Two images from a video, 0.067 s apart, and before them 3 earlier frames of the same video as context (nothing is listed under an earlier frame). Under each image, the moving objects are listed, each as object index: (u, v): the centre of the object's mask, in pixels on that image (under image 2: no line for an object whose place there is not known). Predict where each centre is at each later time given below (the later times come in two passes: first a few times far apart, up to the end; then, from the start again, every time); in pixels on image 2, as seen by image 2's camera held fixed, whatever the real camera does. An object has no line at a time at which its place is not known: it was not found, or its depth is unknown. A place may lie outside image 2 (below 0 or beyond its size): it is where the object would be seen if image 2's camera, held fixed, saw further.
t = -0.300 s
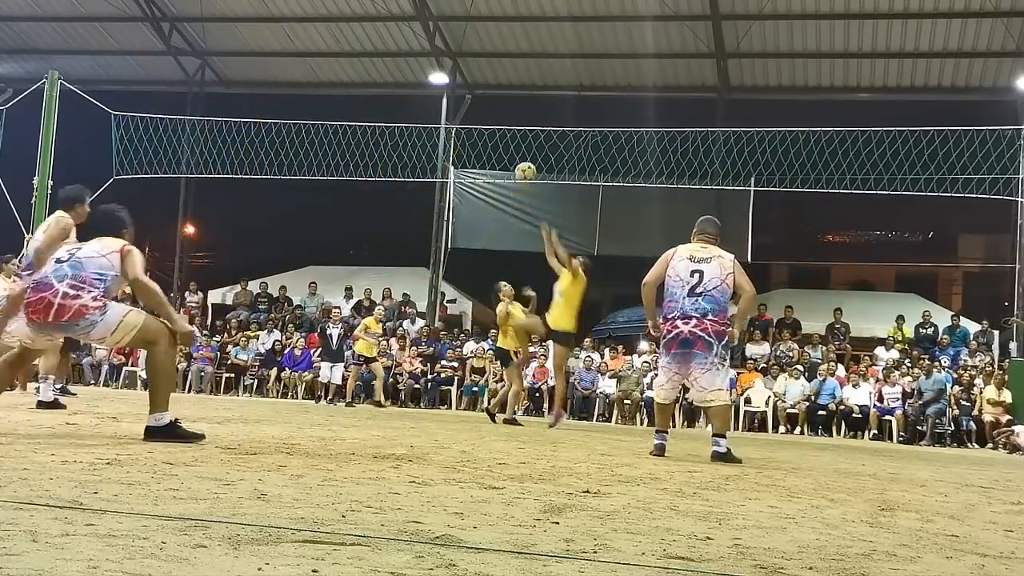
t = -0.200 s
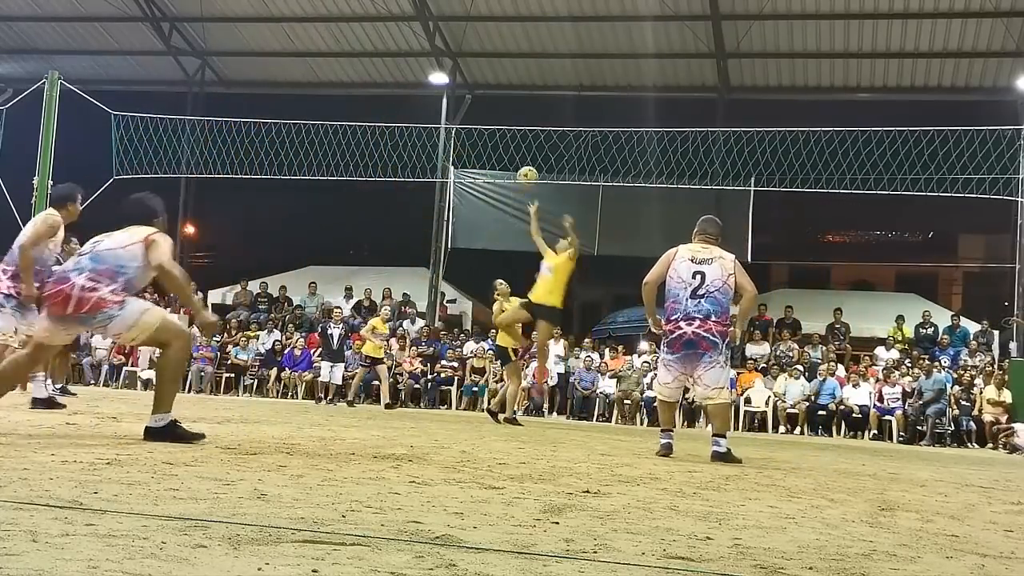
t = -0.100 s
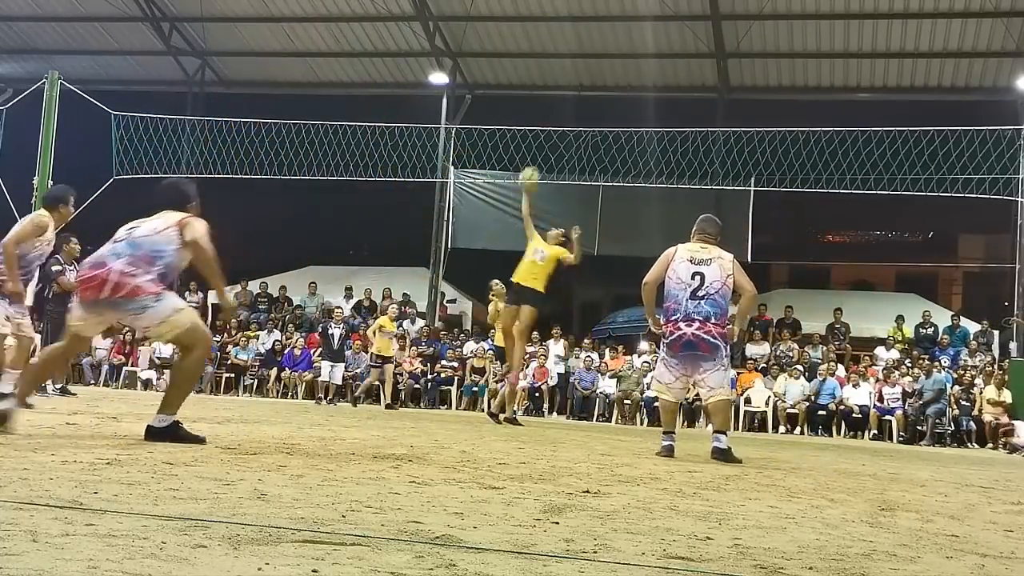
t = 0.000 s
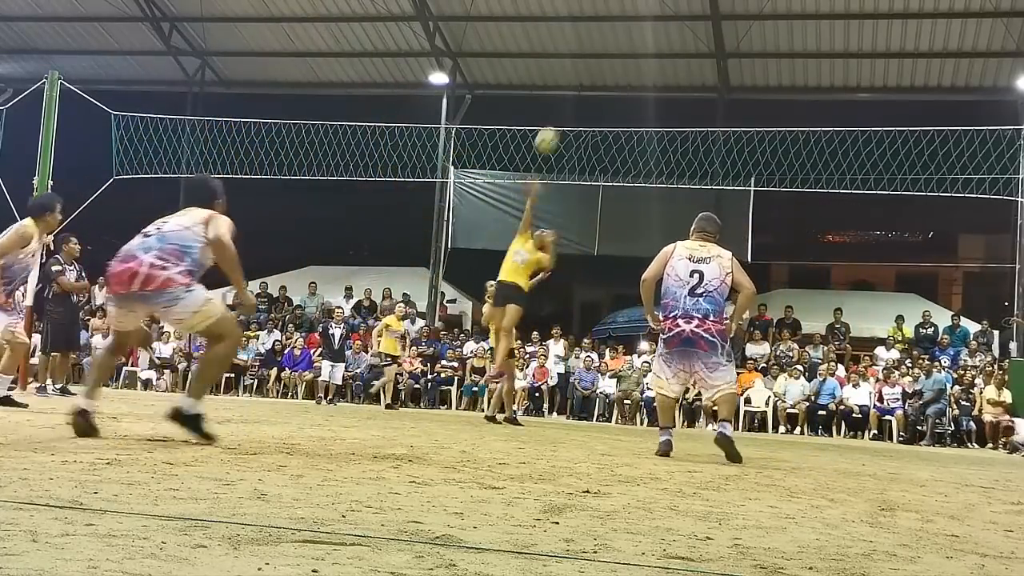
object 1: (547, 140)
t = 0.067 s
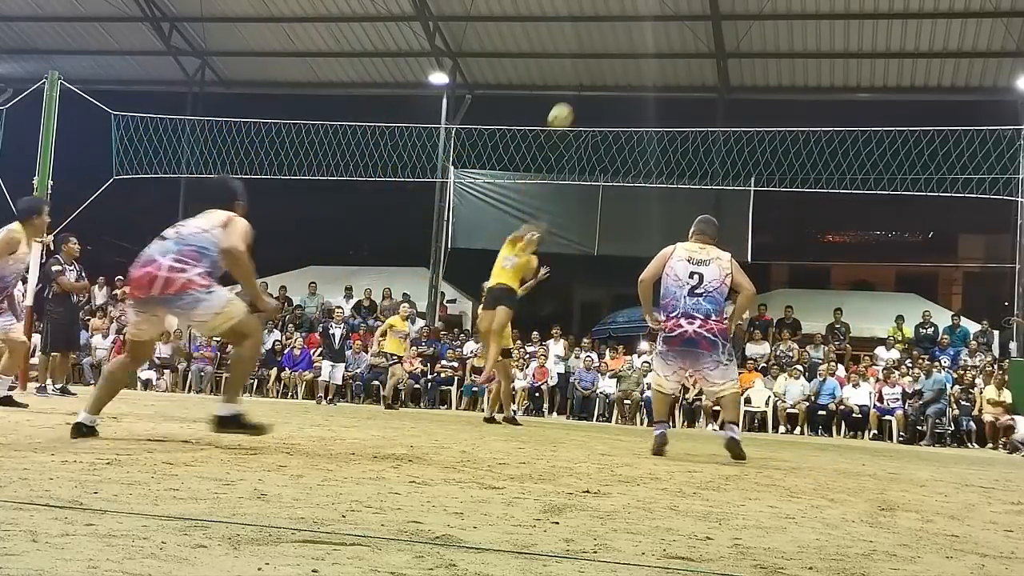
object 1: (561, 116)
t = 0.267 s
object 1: (606, 66)
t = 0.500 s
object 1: (675, 55)
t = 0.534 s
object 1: (686, 59)
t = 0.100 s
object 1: (567, 106)
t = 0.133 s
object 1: (574, 97)
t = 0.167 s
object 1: (582, 88)
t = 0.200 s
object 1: (589, 79)
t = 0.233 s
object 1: (598, 72)
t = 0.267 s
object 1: (606, 66)
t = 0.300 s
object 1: (615, 60)
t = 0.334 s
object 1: (624, 56)
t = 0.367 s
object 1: (634, 53)
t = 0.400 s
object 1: (643, 51)
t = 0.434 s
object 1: (654, 51)
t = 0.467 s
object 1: (664, 52)
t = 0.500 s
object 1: (675, 55)
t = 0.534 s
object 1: (686, 59)
